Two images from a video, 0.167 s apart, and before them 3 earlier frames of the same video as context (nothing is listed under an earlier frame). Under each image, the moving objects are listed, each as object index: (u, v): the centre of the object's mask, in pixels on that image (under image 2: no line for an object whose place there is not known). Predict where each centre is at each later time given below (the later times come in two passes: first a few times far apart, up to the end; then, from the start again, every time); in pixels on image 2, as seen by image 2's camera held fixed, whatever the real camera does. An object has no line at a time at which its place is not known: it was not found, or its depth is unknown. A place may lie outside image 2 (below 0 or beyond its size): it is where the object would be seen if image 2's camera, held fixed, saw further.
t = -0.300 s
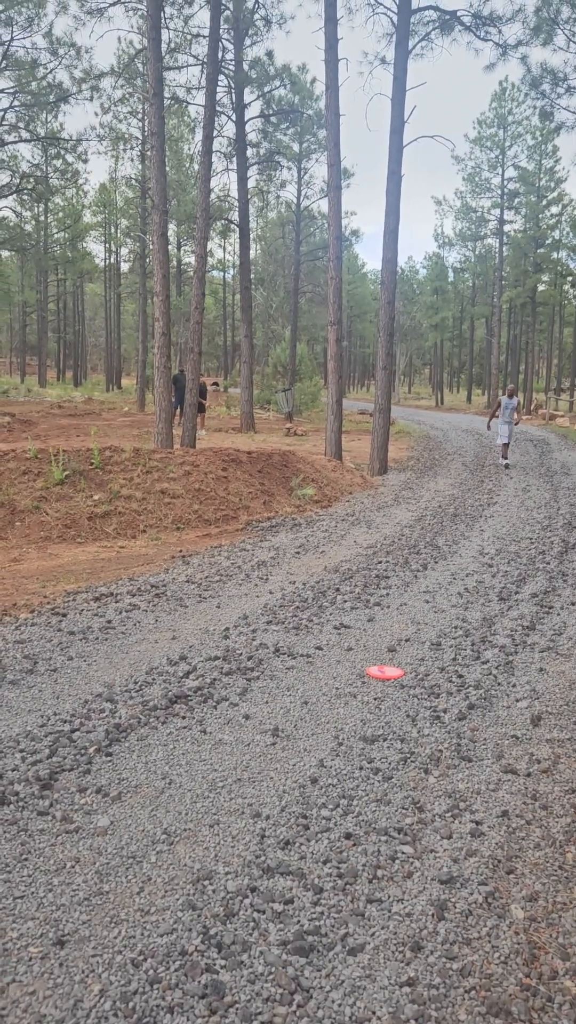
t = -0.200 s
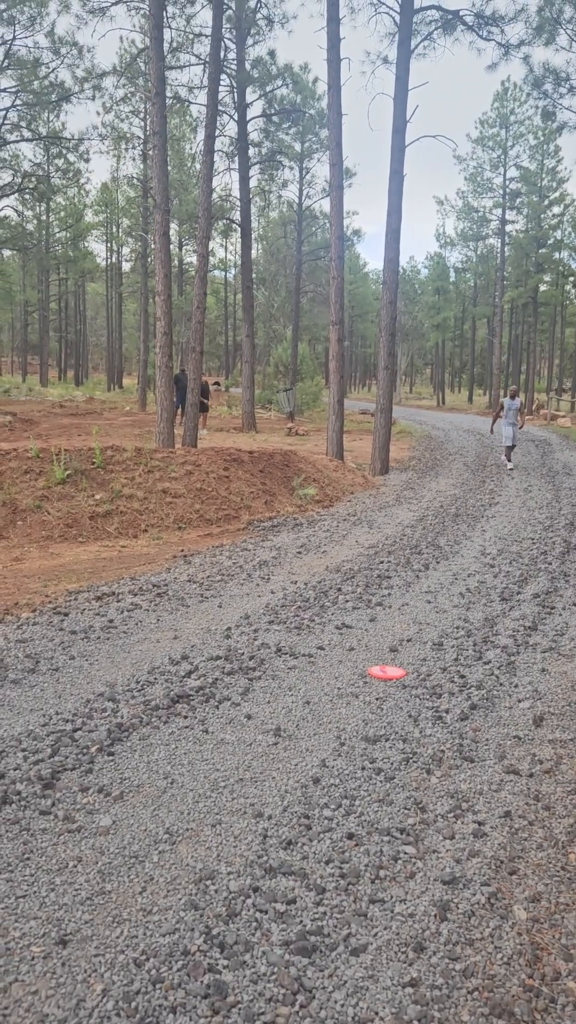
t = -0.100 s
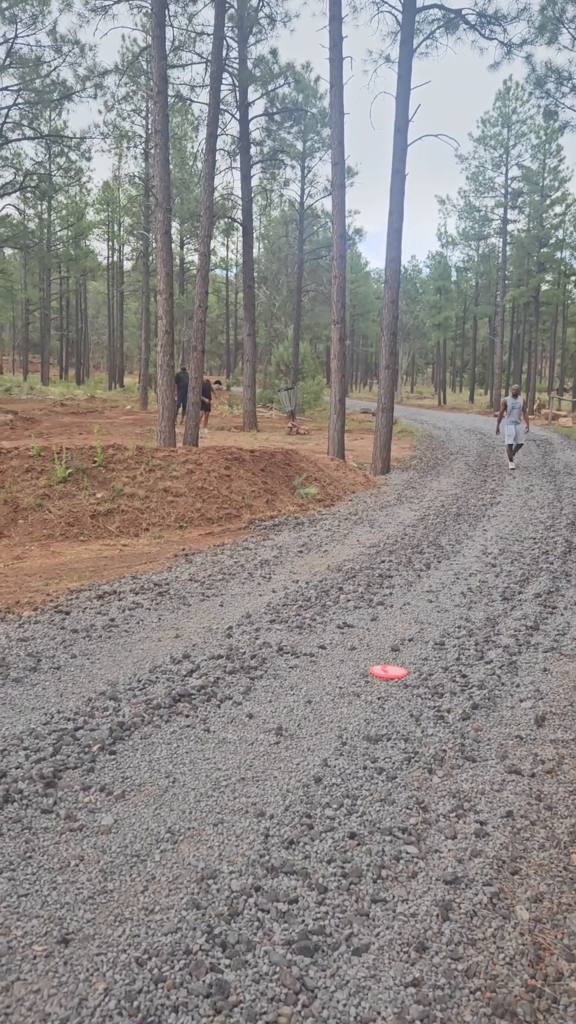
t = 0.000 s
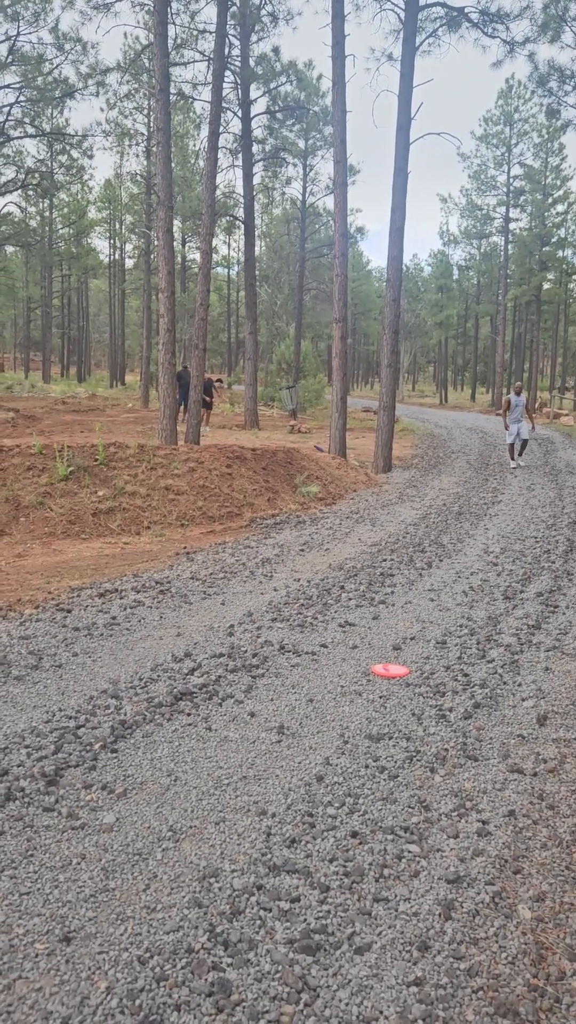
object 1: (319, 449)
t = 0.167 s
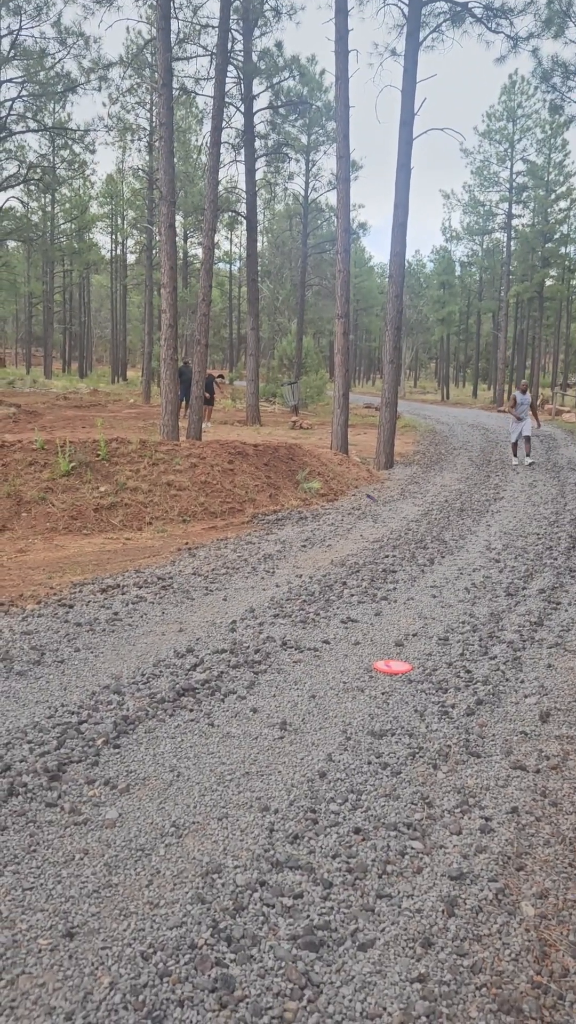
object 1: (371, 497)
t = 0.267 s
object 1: (407, 521)
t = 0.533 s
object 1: (489, 541)
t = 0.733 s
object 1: (514, 539)
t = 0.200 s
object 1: (384, 511)
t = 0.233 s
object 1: (396, 521)
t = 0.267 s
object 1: (407, 521)
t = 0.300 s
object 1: (417, 520)
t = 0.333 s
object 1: (427, 519)
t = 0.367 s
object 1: (437, 521)
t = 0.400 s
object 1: (446, 523)
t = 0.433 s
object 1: (457, 526)
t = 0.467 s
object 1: (468, 531)
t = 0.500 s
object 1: (479, 537)
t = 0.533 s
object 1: (489, 541)
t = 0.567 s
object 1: (496, 542)
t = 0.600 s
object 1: (500, 540)
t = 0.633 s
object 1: (504, 540)
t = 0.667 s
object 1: (507, 540)
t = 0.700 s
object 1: (510, 540)
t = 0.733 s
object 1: (514, 539)
